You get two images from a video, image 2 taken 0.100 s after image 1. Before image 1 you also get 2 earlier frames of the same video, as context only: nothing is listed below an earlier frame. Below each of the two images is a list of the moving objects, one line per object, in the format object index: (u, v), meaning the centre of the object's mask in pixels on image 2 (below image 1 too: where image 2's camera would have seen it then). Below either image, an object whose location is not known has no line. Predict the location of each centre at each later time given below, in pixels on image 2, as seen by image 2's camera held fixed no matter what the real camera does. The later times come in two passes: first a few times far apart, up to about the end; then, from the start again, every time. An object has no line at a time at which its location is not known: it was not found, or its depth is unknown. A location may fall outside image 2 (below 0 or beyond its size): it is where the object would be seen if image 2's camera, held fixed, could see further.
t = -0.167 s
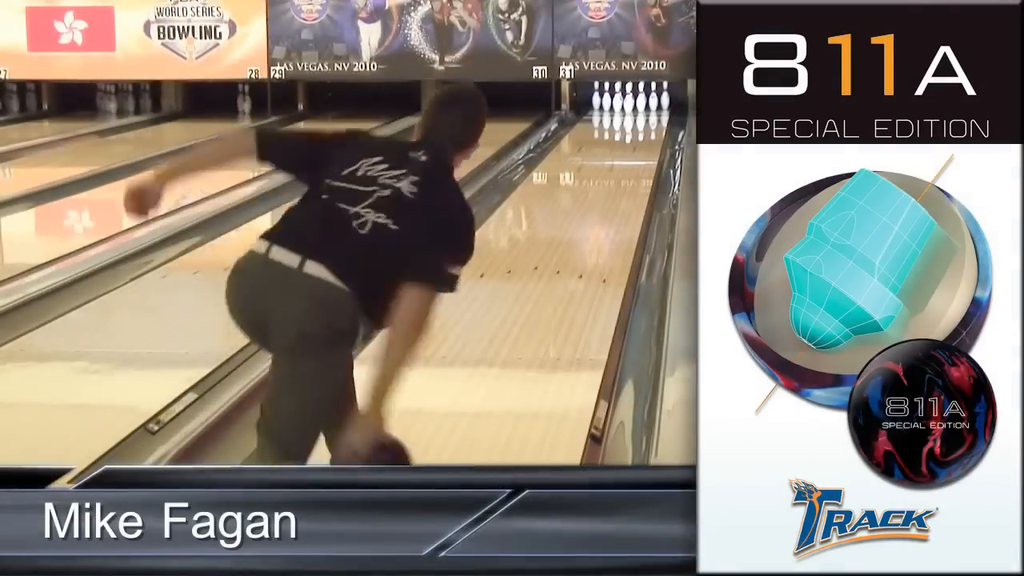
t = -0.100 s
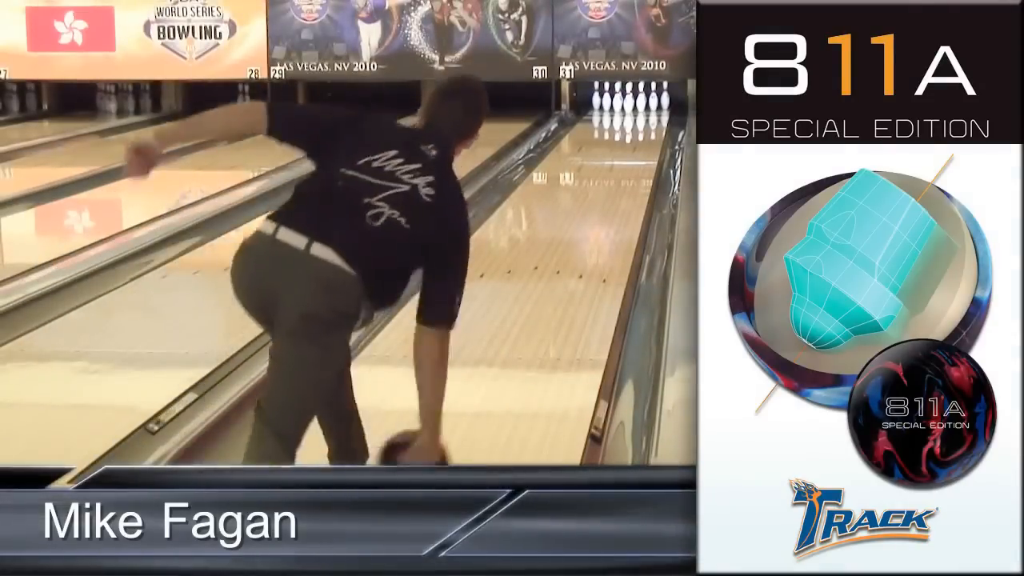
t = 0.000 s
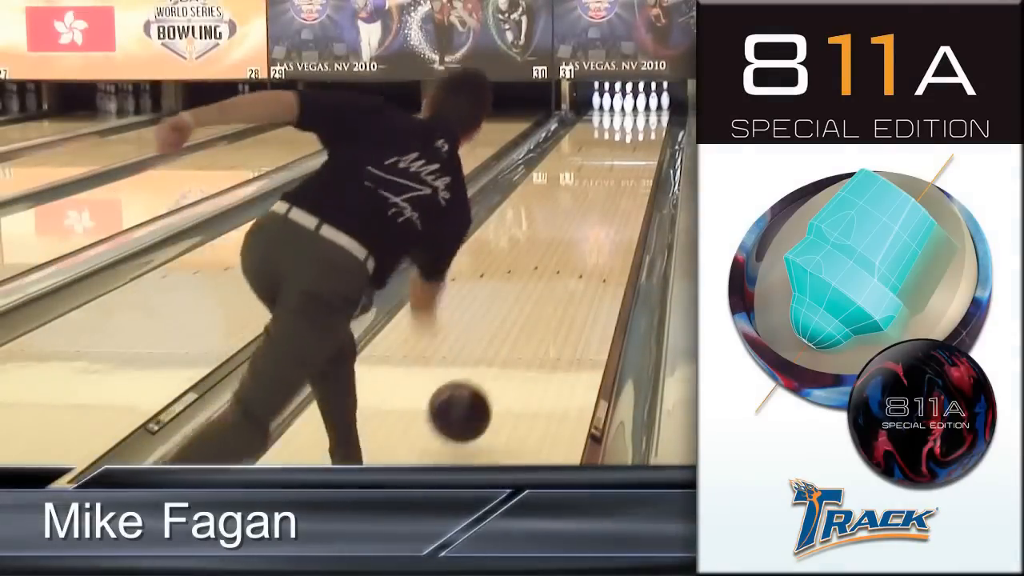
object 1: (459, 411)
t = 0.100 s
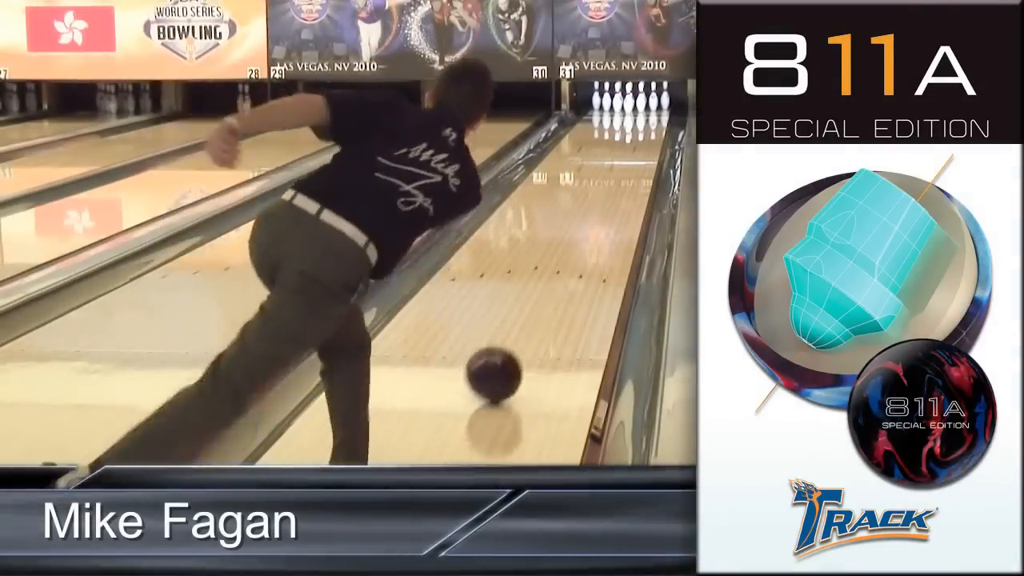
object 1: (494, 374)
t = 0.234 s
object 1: (528, 324)
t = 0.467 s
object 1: (570, 263)
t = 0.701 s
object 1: (598, 221)
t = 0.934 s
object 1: (617, 190)
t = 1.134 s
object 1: (629, 170)
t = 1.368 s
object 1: (639, 151)
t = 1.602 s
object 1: (646, 136)
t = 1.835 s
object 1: (648, 124)
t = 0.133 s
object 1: (503, 360)
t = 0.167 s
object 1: (512, 347)
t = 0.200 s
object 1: (521, 336)
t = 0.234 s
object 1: (528, 324)
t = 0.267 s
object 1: (536, 314)
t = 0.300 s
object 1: (542, 304)
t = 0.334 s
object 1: (549, 294)
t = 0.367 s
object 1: (555, 286)
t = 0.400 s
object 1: (560, 278)
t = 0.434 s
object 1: (565, 270)
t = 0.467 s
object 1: (570, 263)
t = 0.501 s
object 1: (575, 256)
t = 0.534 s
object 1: (579, 250)
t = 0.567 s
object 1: (584, 243)
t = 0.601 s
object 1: (588, 237)
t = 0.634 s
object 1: (591, 231)
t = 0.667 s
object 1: (595, 226)
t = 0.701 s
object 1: (598, 221)
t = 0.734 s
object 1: (601, 216)
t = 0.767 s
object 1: (604, 211)
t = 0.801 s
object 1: (607, 207)
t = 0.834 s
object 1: (610, 202)
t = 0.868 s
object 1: (613, 198)
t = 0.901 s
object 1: (615, 194)
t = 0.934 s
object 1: (617, 190)
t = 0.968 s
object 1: (619, 187)
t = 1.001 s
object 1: (621, 183)
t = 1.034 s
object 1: (623, 179)
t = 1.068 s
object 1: (625, 176)
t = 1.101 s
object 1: (627, 173)
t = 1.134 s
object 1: (629, 170)
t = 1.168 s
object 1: (631, 167)
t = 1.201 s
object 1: (632, 164)
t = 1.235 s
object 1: (634, 162)
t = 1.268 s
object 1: (635, 159)
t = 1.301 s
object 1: (637, 156)
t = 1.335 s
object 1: (638, 154)
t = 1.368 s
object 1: (639, 151)
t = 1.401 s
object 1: (640, 149)
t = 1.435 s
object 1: (641, 147)
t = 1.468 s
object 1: (642, 144)
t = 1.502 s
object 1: (644, 142)
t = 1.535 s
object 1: (644, 140)
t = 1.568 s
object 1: (645, 138)
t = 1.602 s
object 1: (646, 136)
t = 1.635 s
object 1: (647, 134)
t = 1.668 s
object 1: (648, 132)
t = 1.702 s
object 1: (648, 131)
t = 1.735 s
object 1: (649, 129)
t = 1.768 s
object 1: (649, 127)
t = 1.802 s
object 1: (648, 126)
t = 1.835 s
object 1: (648, 124)
